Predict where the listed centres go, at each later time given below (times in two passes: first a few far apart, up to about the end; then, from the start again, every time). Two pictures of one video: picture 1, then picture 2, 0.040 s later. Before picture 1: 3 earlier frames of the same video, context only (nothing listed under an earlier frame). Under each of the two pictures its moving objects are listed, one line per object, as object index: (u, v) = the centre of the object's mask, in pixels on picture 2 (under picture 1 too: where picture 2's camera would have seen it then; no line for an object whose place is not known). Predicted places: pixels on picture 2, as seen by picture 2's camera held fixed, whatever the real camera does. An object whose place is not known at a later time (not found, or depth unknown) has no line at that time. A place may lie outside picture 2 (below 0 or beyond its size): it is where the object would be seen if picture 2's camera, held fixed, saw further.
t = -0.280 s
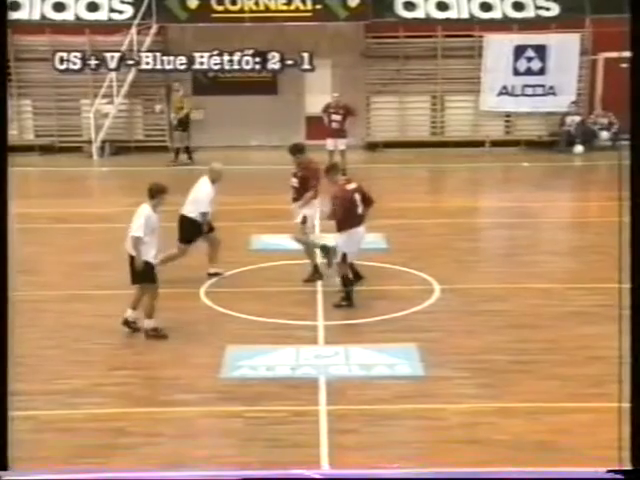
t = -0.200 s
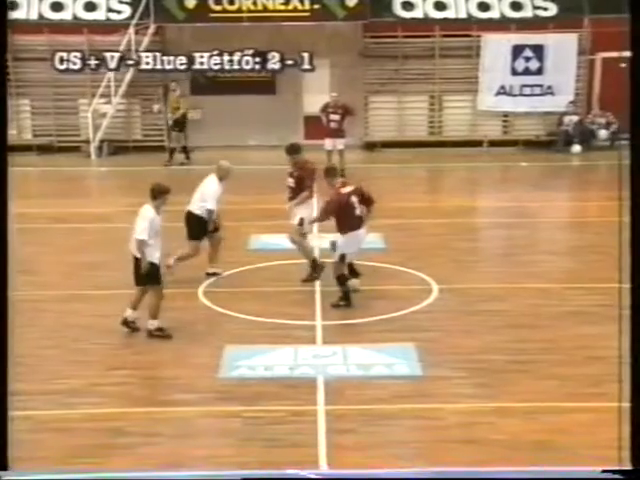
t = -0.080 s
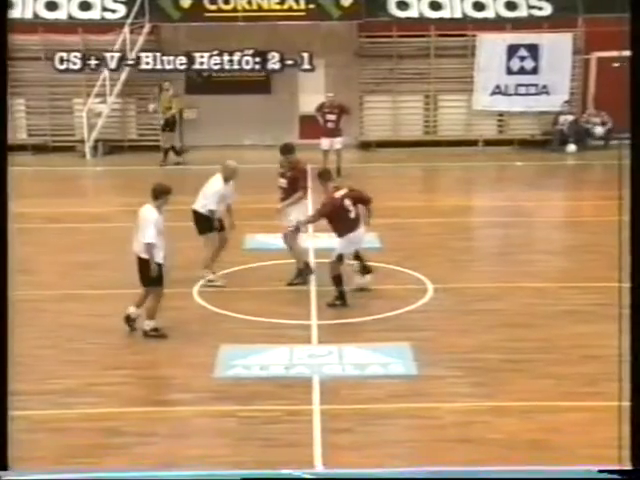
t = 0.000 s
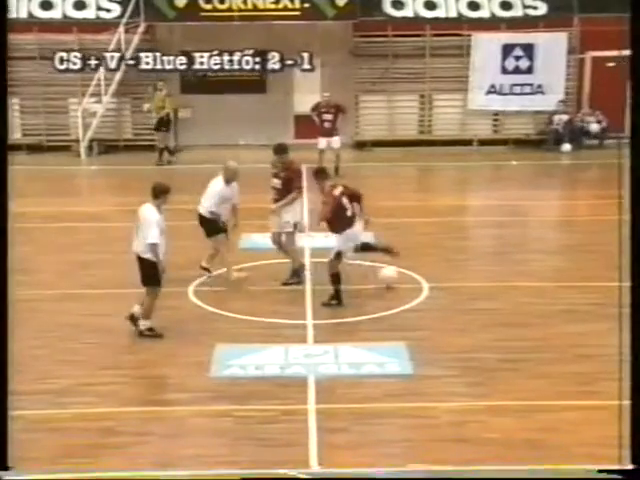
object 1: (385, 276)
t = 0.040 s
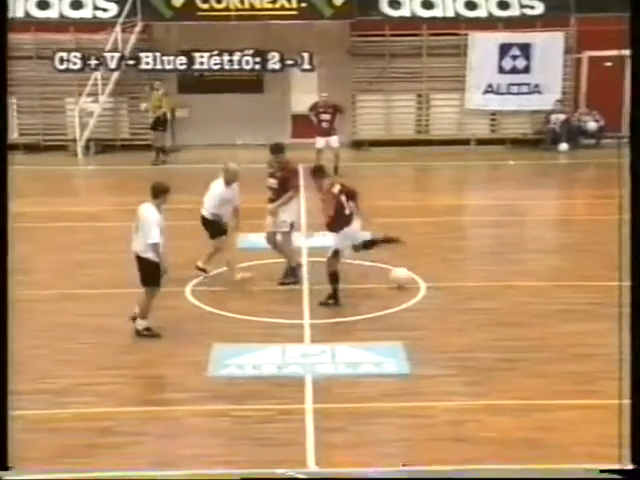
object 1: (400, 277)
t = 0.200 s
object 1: (460, 278)
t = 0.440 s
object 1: (548, 279)
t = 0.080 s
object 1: (414, 278)
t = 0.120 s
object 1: (431, 277)
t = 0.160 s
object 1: (445, 277)
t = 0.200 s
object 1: (460, 278)
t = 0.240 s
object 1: (474, 278)
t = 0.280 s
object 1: (490, 278)
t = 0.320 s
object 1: (504, 278)
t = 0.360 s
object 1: (519, 278)
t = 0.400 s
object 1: (534, 278)
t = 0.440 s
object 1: (548, 279)
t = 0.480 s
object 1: (564, 279)
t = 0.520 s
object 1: (578, 279)
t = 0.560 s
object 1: (593, 279)
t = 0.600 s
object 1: (607, 279)
